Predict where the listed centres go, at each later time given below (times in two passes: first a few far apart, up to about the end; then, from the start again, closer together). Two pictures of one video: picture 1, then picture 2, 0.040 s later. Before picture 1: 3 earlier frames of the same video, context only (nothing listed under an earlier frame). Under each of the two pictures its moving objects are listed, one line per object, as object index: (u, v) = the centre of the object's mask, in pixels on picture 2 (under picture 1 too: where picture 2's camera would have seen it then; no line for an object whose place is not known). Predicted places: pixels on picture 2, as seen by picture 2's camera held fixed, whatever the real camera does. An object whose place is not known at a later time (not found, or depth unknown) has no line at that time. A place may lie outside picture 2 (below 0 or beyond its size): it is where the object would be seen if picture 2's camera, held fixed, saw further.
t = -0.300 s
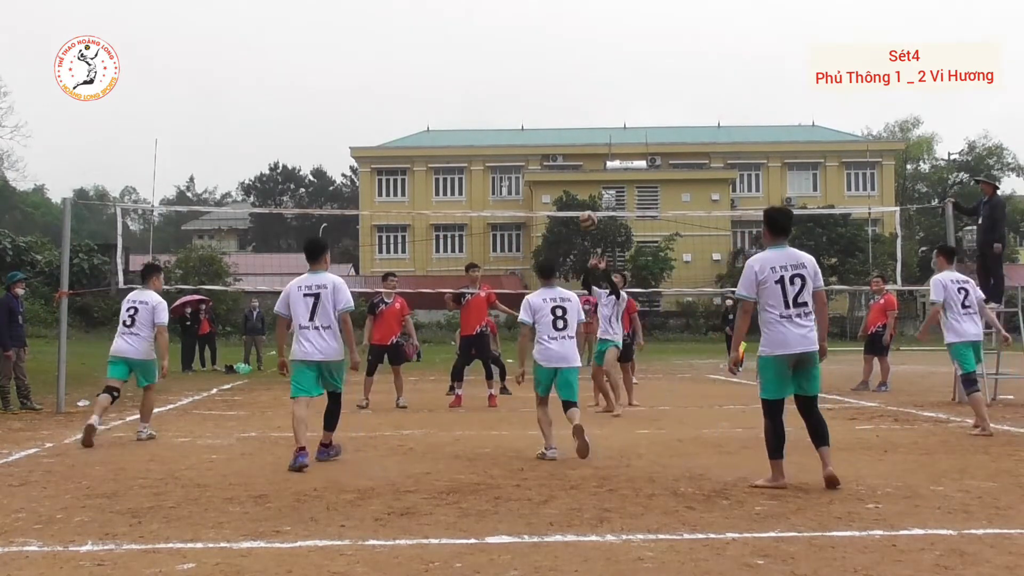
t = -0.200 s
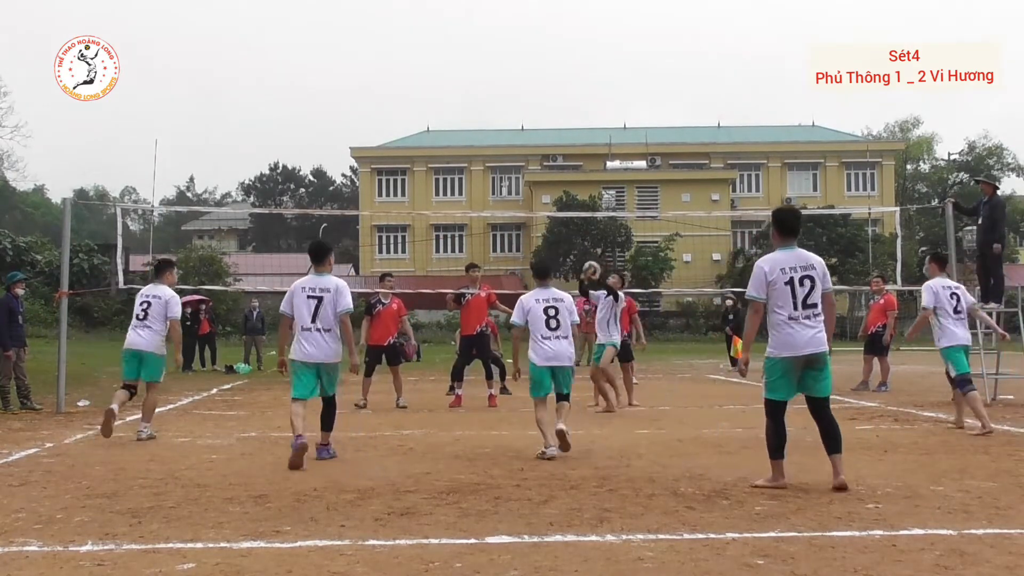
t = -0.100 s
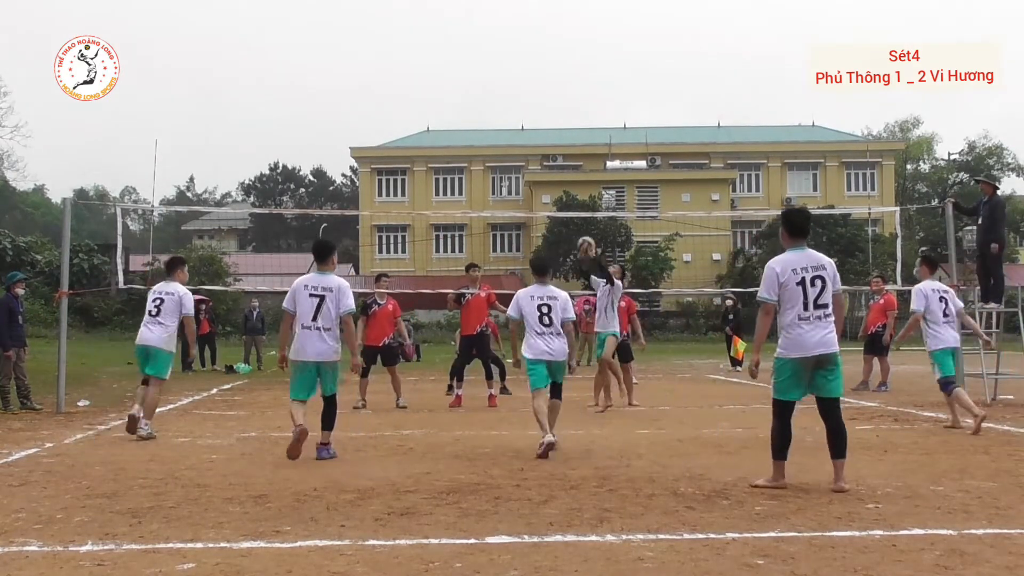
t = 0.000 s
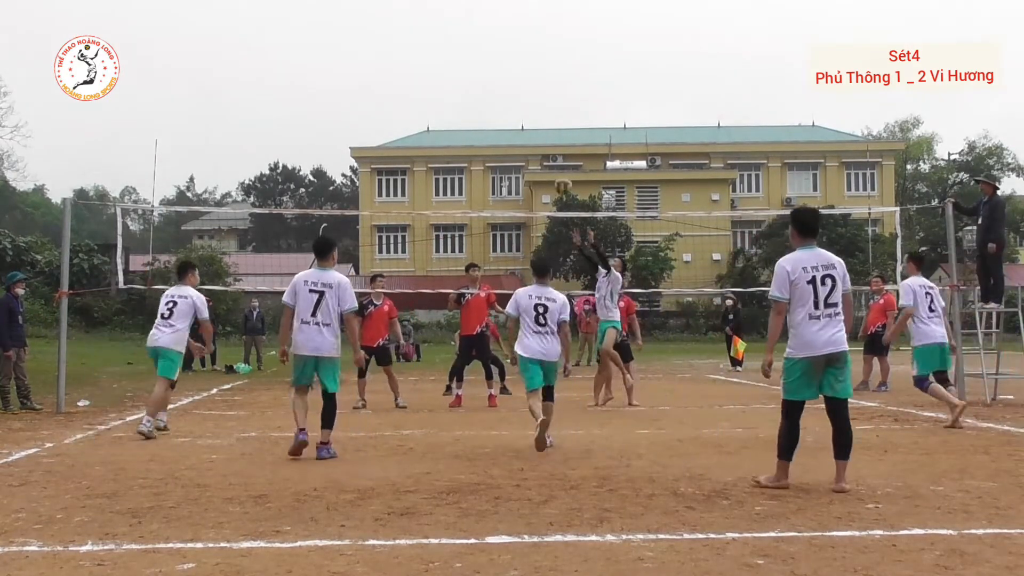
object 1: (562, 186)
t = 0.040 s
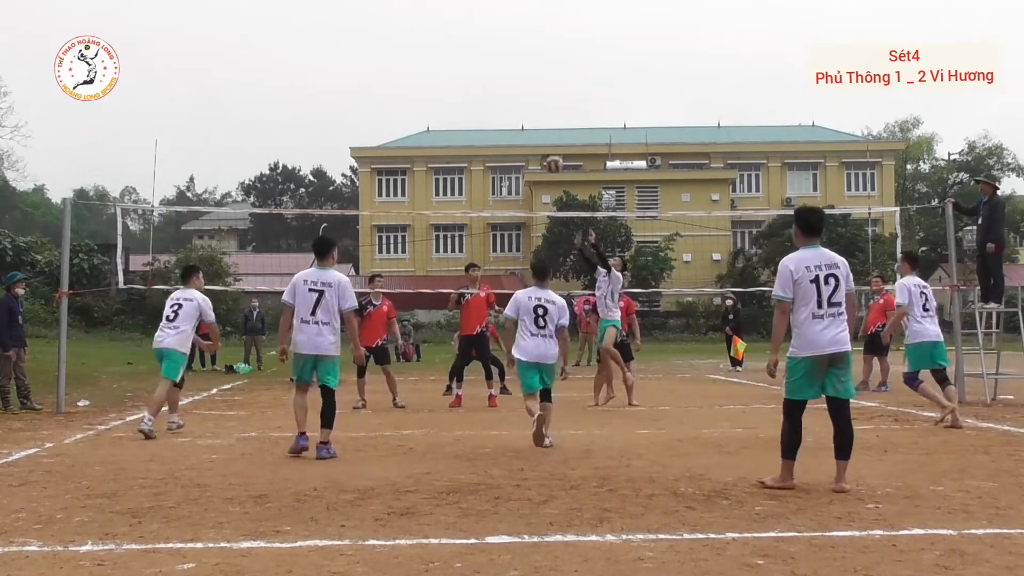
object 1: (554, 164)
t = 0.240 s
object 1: (508, 78)
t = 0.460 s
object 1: (458, 22)
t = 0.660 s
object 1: (413, 7)
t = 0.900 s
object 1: (359, 32)
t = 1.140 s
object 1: (306, 108)
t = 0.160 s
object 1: (526, 109)
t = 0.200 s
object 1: (517, 93)
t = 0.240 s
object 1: (508, 78)
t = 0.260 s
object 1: (503, 71)
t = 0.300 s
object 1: (494, 59)
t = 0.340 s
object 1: (485, 48)
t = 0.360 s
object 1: (480, 42)
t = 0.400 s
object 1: (471, 33)
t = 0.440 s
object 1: (462, 25)
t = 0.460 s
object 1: (458, 22)
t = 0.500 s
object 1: (449, 16)
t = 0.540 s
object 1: (440, 11)
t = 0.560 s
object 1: (435, 10)
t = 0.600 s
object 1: (426, 8)
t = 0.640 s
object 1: (418, 7)
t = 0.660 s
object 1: (413, 7)
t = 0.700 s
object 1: (404, 7)
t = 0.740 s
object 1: (395, 9)
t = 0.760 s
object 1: (391, 11)
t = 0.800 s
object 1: (382, 15)
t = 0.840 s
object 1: (372, 21)
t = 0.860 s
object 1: (368, 24)
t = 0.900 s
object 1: (359, 32)
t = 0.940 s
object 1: (350, 41)
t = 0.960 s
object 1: (346, 46)
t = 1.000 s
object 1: (337, 57)
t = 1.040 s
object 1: (328, 70)
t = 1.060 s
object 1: (323, 77)
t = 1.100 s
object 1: (315, 92)
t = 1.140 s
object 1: (306, 108)
